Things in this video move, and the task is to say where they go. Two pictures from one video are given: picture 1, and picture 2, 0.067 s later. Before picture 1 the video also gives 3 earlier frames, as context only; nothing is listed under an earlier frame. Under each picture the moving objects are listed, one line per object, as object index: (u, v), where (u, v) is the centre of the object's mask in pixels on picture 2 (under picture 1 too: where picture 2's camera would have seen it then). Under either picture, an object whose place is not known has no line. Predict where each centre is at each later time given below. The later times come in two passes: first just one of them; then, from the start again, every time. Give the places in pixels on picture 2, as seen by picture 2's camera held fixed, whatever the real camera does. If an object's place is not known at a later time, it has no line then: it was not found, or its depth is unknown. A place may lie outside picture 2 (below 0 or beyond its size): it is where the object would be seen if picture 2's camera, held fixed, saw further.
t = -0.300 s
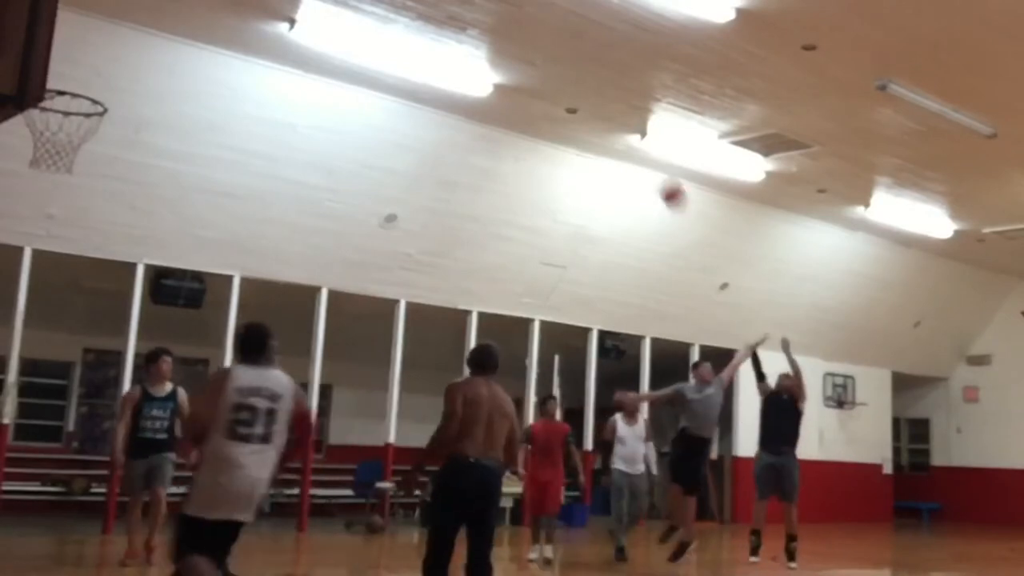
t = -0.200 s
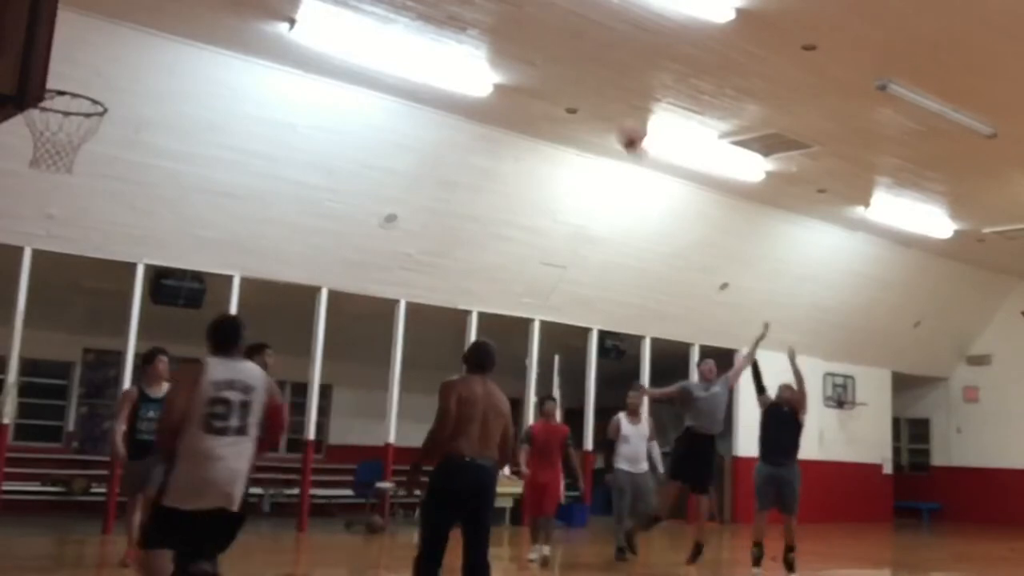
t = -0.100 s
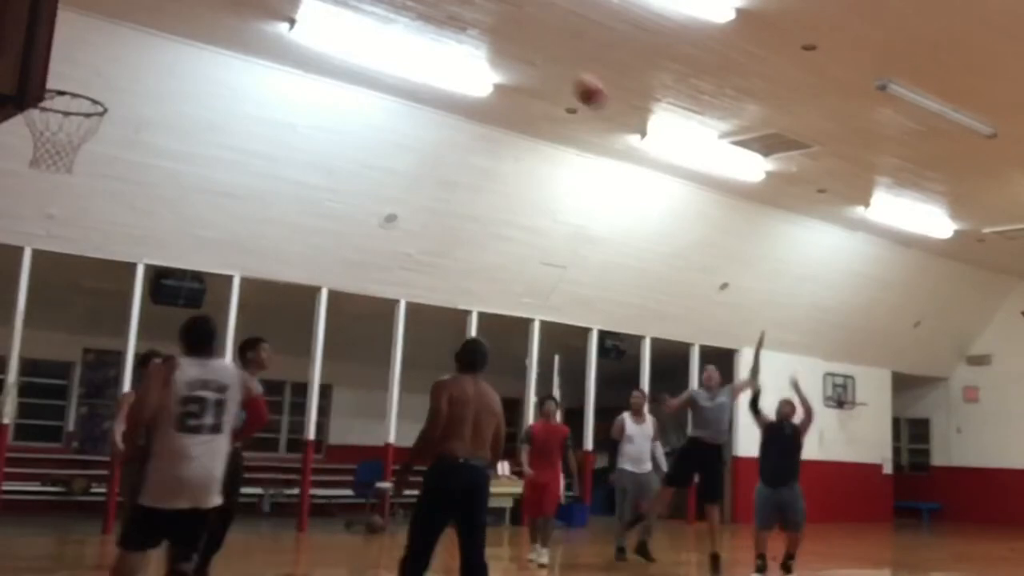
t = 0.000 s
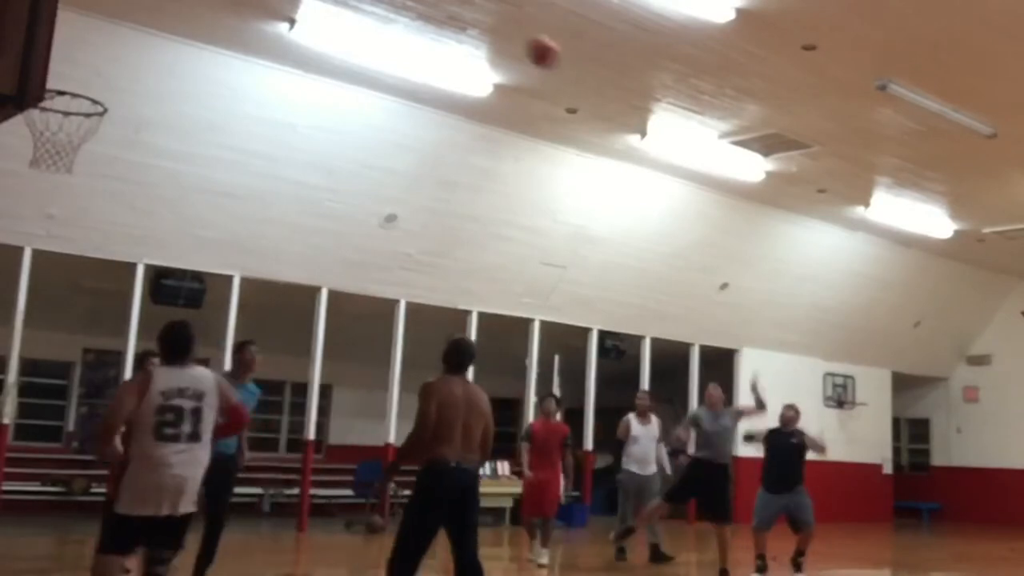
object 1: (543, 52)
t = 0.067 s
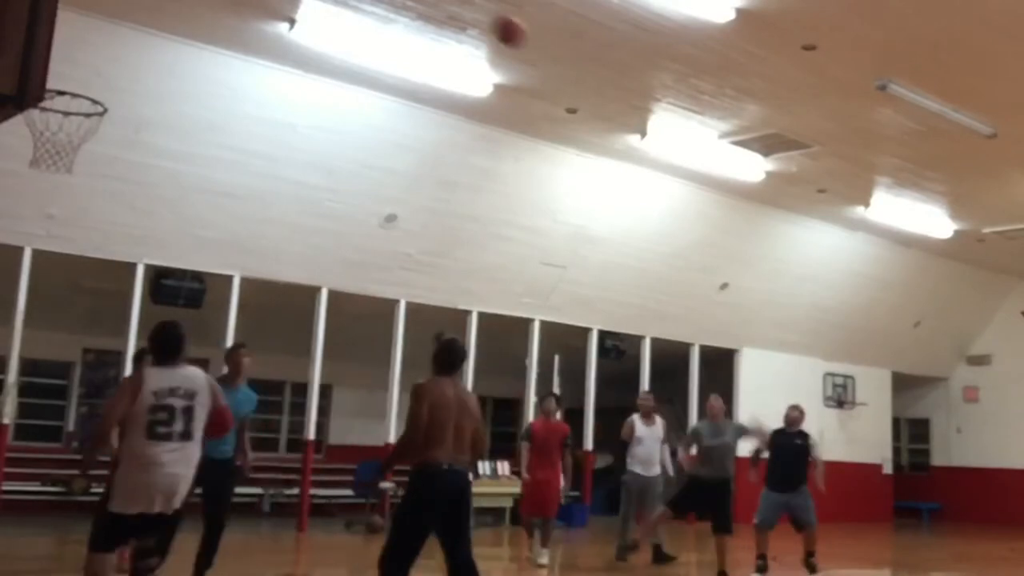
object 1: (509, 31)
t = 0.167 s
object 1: (455, 10)
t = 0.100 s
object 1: (491, 22)
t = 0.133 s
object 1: (473, 14)
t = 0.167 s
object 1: (455, 10)
